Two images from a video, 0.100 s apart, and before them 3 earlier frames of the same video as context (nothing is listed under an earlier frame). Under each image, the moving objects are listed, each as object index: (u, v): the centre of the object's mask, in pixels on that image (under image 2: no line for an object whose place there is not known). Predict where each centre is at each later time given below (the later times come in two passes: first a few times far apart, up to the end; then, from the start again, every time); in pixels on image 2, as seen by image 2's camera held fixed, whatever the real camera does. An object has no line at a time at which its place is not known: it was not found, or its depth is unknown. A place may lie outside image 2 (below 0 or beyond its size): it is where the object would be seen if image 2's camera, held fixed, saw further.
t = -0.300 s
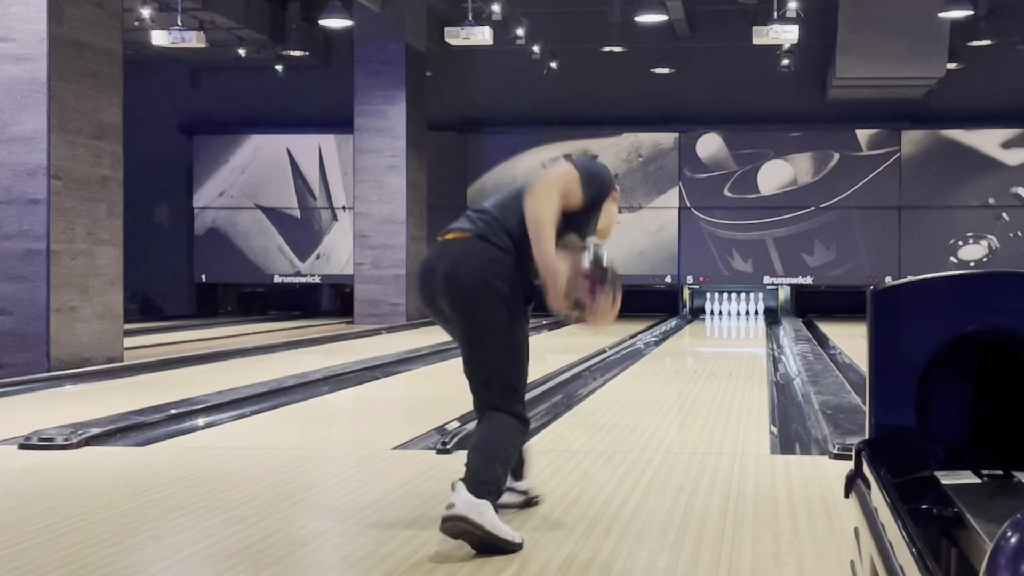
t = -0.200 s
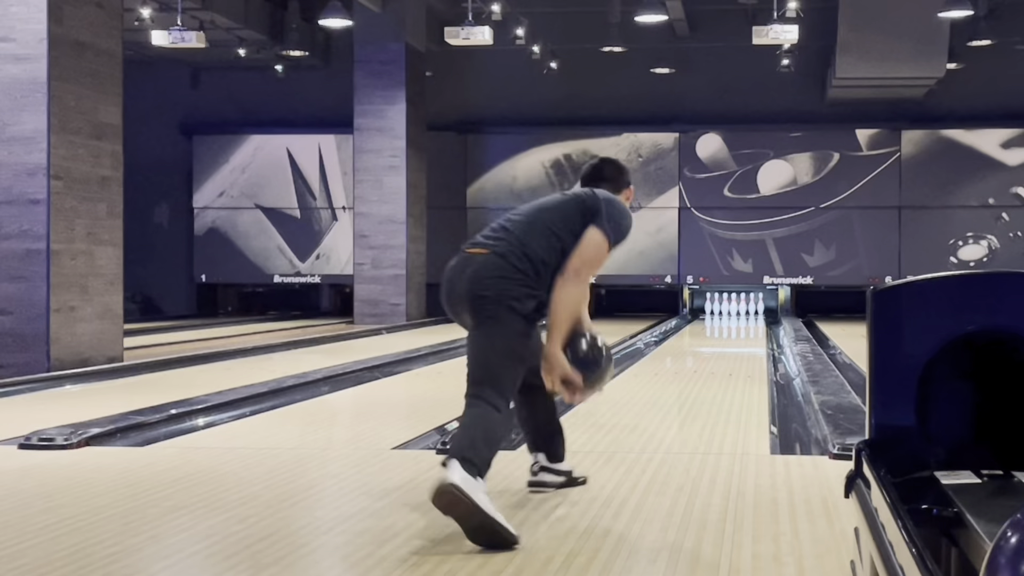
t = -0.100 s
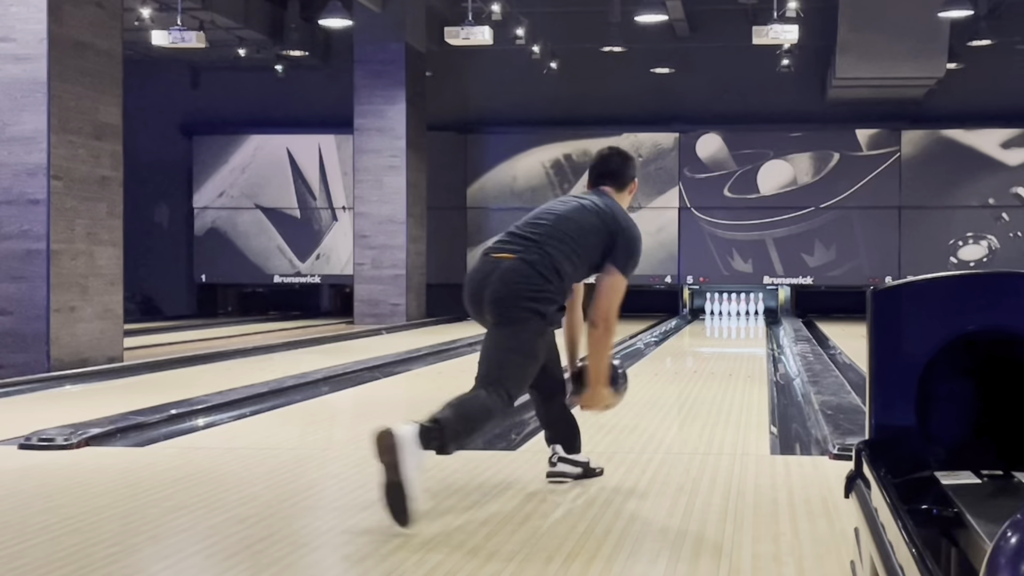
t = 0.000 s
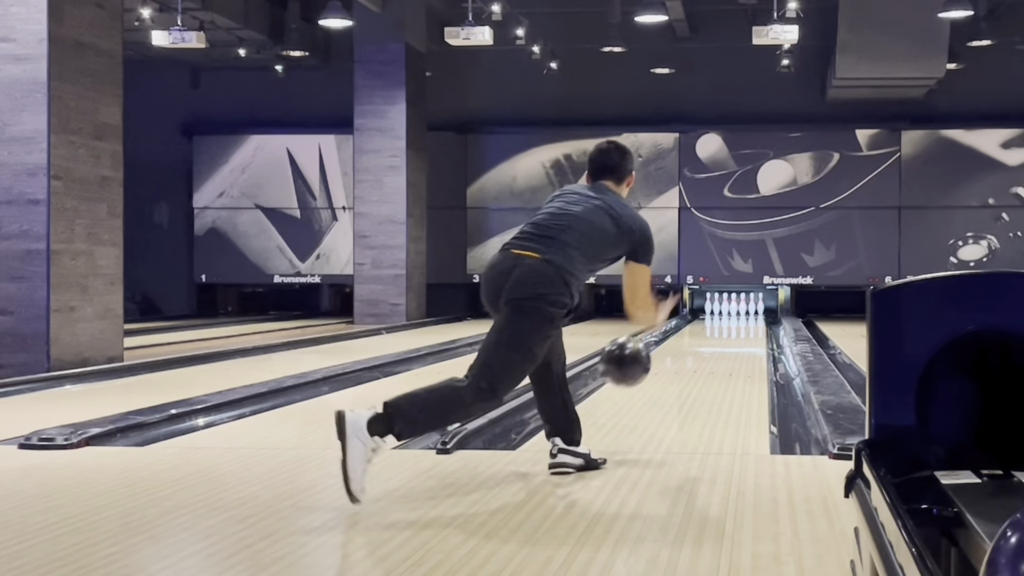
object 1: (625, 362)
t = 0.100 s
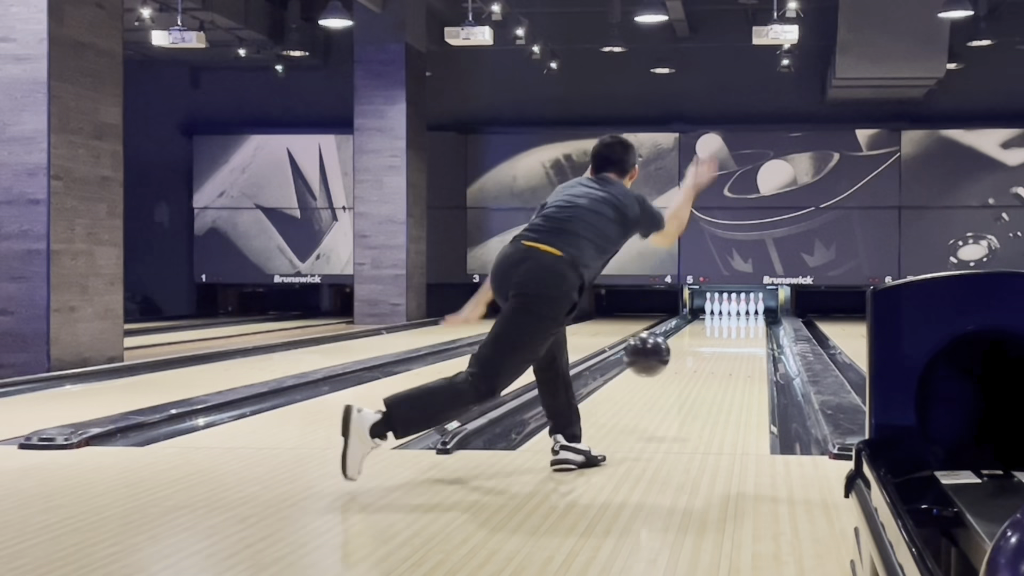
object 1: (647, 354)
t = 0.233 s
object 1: (670, 375)
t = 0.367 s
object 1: (687, 374)
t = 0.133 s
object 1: (653, 357)
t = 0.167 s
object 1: (658, 361)
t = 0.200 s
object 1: (664, 367)
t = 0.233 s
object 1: (670, 375)
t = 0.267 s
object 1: (674, 385)
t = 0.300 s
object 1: (679, 384)
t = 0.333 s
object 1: (683, 379)
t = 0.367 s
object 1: (687, 374)
